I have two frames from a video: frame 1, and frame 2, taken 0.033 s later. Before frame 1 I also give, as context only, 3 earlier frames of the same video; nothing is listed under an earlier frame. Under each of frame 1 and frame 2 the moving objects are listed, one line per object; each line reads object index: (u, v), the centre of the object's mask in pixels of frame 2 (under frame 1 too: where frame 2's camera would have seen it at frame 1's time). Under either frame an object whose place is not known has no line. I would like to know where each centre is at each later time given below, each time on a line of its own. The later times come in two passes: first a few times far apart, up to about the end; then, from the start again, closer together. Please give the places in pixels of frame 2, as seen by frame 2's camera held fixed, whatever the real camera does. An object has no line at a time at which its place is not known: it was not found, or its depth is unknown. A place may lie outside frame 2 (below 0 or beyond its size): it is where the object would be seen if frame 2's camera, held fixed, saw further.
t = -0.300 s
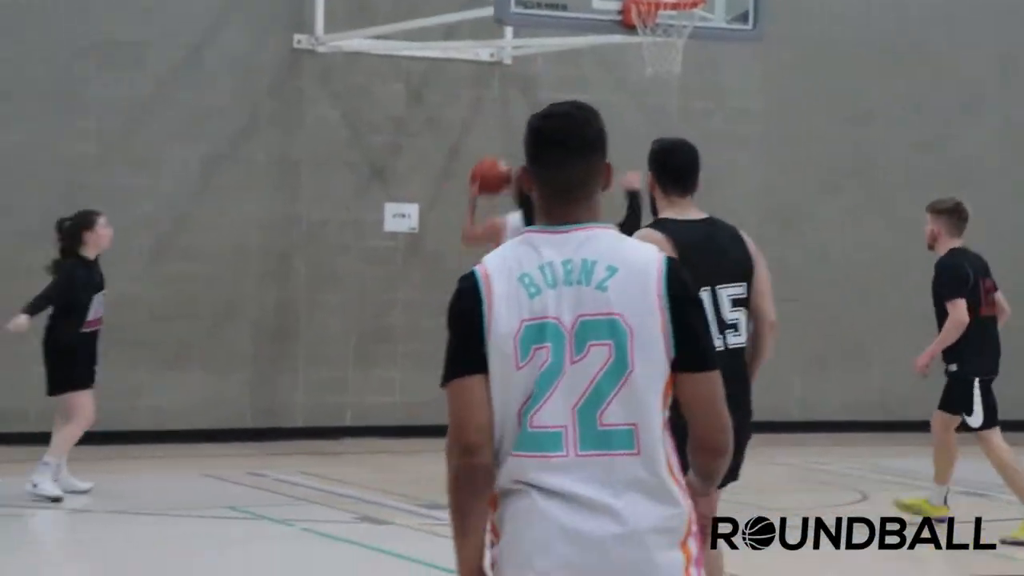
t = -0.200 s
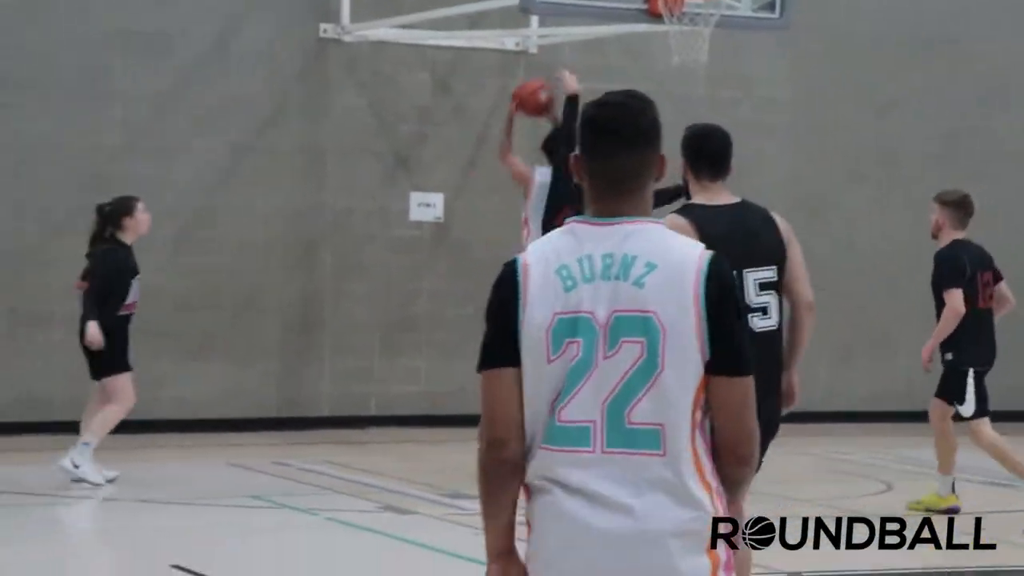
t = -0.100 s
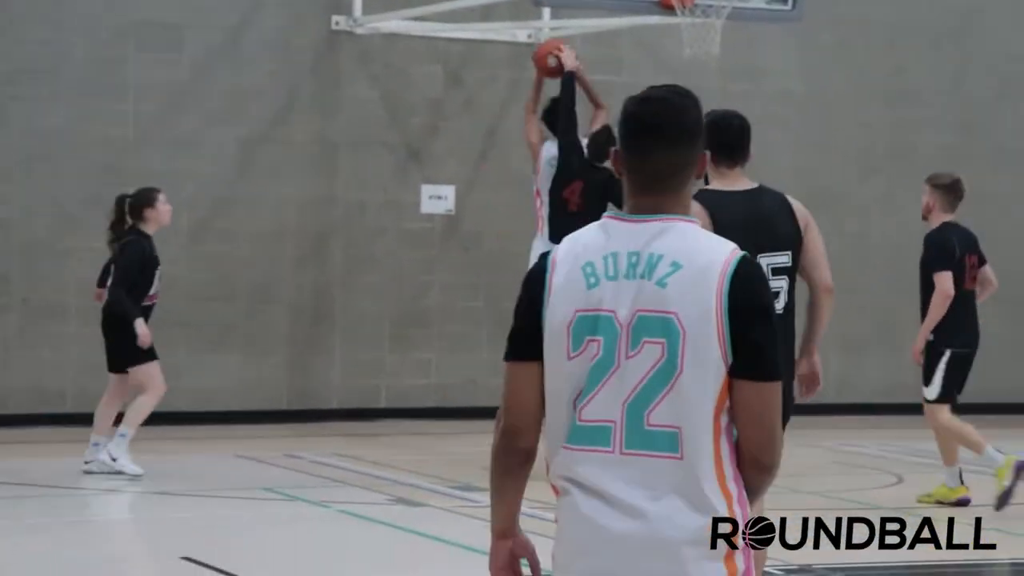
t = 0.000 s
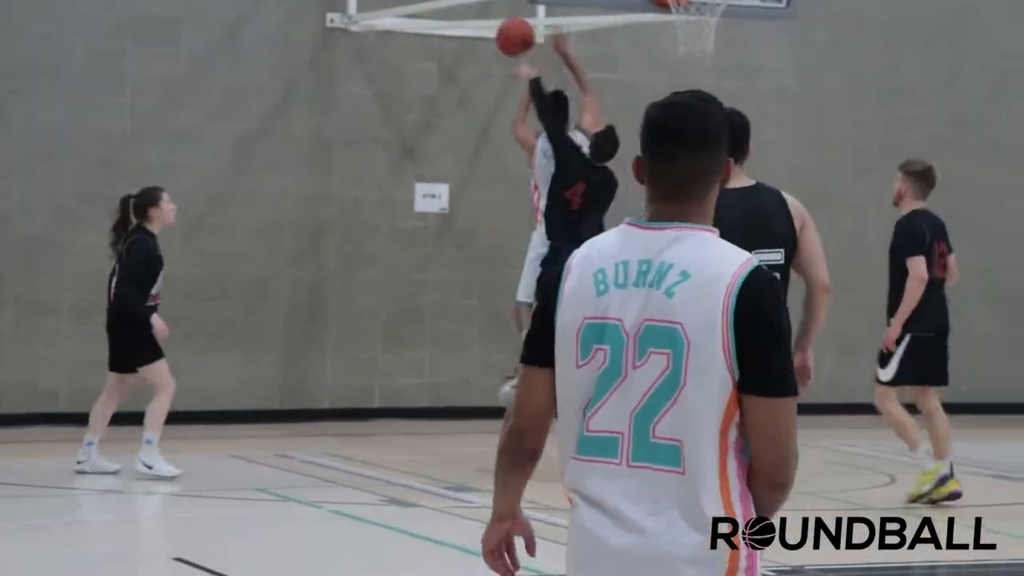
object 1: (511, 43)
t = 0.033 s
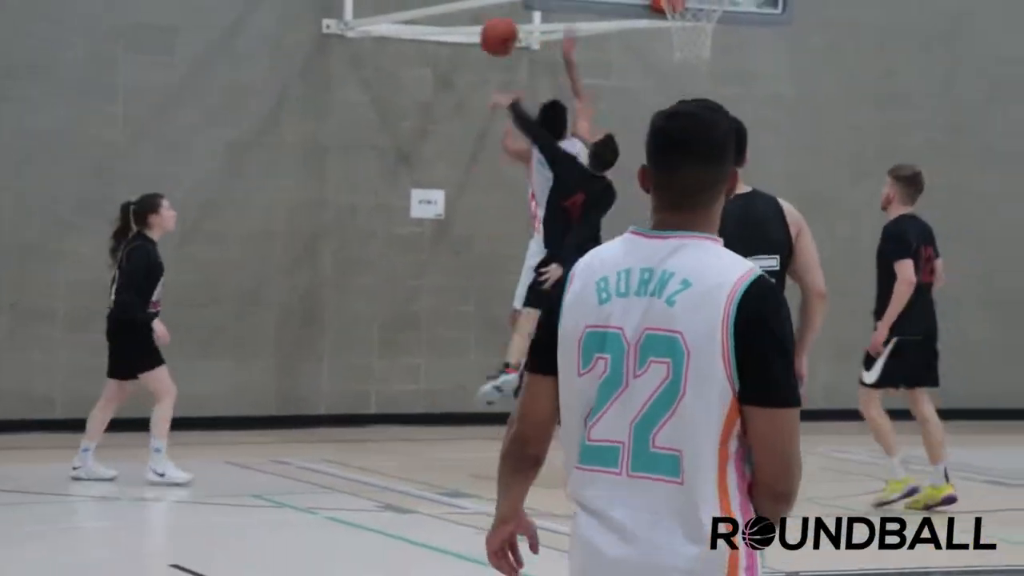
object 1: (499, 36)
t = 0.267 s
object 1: (417, 40)
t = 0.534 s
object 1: (327, 146)
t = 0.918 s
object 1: (225, 405)
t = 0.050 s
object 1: (492, 34)
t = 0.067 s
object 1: (486, 32)
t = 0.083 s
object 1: (481, 30)
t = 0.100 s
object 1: (475, 30)
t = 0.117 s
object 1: (469, 29)
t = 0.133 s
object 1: (463, 29)
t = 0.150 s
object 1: (458, 29)
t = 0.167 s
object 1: (452, 29)
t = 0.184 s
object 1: (447, 29)
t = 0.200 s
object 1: (441, 31)
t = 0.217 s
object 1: (435, 32)
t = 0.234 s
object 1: (428, 34)
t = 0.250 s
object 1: (423, 37)
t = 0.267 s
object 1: (417, 40)
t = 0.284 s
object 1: (410, 45)
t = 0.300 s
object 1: (405, 49)
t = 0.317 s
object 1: (398, 54)
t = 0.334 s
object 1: (393, 59)
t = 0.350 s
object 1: (388, 64)
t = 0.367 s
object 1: (382, 70)
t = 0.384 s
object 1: (376, 76)
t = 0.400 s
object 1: (371, 82)
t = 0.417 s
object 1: (365, 89)
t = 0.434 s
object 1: (360, 95)
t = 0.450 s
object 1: (354, 103)
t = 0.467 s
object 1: (348, 111)
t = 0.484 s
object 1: (343, 119)
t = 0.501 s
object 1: (337, 128)
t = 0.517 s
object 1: (333, 137)
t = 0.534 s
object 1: (327, 146)
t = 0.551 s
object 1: (321, 156)
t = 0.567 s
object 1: (316, 166)
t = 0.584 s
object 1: (312, 176)
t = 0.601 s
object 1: (308, 187)
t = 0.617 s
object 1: (303, 198)
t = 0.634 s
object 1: (299, 210)
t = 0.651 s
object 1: (293, 222)
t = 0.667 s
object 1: (289, 234)
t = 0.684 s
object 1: (285, 247)
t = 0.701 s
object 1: (280, 259)
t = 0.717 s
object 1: (275, 273)
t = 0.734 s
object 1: (270, 286)
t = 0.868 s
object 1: (232, 407)
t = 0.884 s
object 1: (228, 423)
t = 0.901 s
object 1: (227, 415)
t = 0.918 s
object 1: (225, 405)
